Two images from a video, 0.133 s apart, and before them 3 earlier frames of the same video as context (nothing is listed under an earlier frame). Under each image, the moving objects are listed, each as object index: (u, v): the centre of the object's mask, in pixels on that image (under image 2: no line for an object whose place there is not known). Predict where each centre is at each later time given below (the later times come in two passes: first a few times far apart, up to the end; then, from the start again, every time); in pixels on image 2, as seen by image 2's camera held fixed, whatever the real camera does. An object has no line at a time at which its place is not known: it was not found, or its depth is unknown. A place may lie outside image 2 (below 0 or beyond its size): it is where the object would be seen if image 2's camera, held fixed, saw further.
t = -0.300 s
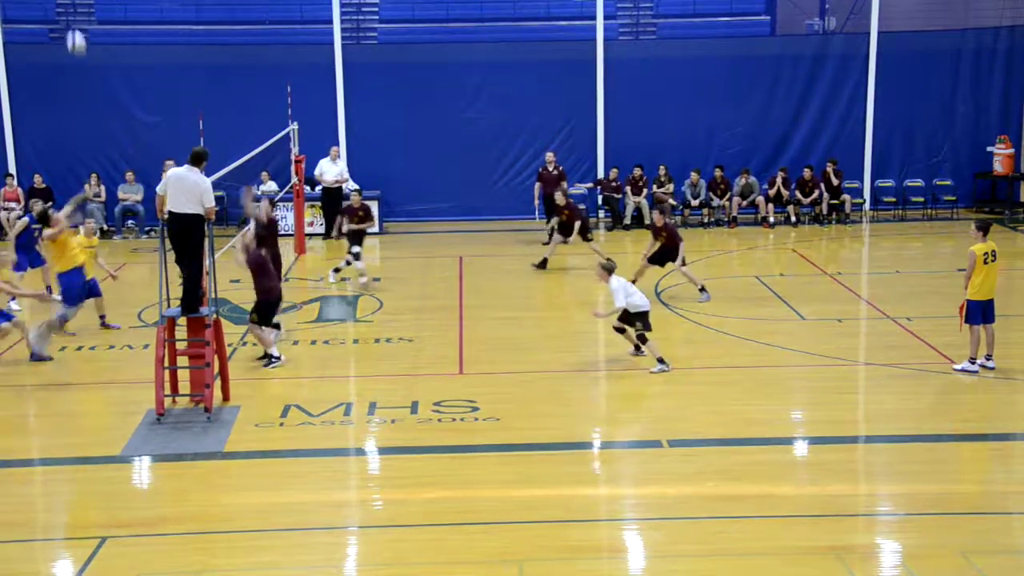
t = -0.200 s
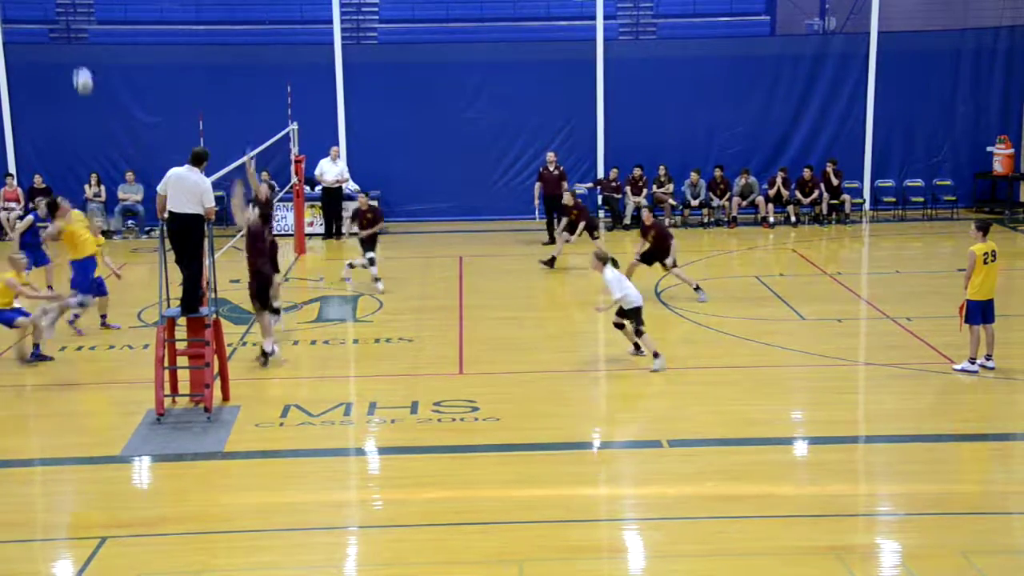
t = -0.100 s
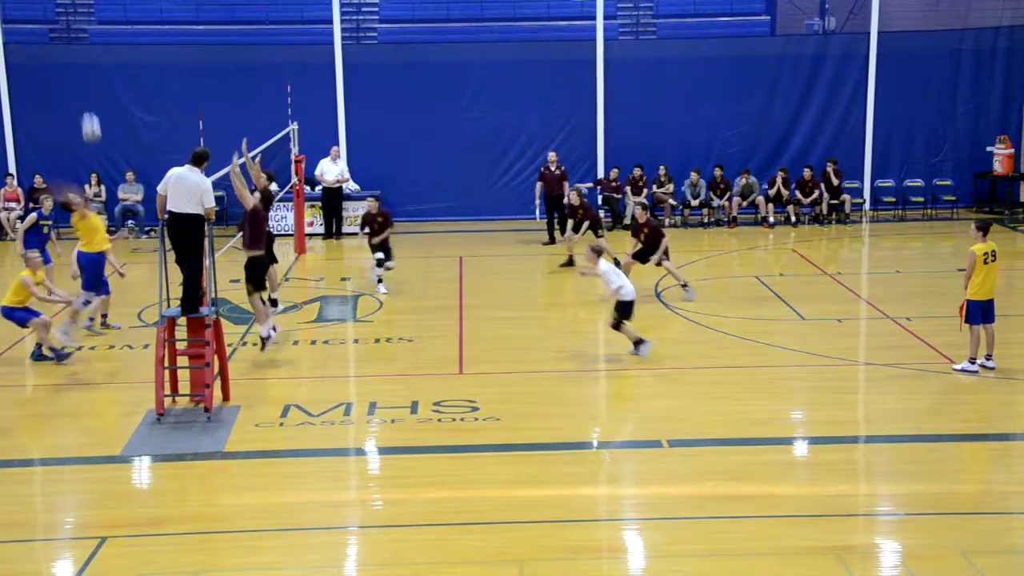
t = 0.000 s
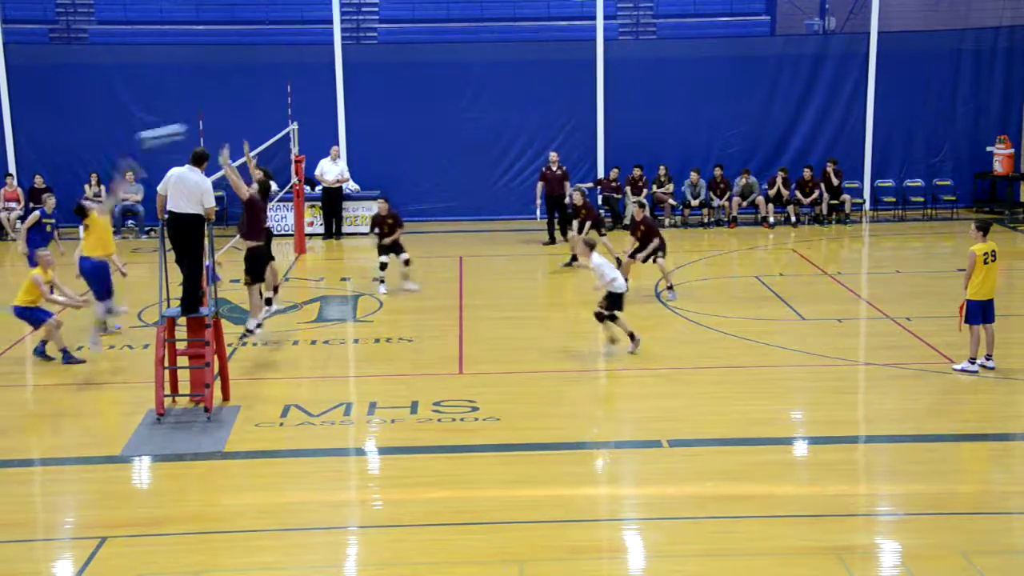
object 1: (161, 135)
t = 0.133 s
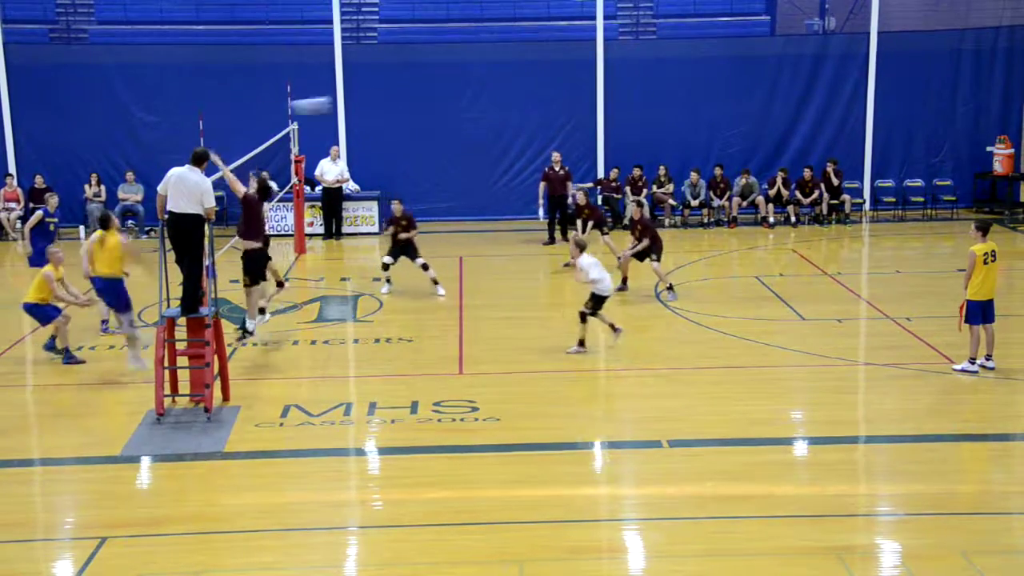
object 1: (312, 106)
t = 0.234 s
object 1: (408, 94)
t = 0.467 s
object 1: (598, 95)
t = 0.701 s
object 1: (748, 128)
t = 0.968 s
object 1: (887, 190)
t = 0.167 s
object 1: (345, 101)
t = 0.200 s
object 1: (378, 96)
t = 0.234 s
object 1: (408, 94)
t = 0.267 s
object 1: (439, 92)
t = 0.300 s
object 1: (469, 91)
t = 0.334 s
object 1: (497, 90)
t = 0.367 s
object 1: (523, 91)
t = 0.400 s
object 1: (549, 92)
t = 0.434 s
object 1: (574, 93)
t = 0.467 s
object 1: (598, 95)
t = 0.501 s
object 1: (622, 98)
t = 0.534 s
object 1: (644, 101)
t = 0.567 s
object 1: (666, 106)
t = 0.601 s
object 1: (688, 111)
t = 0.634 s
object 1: (708, 116)
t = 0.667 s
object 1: (729, 122)
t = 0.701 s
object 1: (748, 128)
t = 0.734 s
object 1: (767, 134)
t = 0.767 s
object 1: (786, 140)
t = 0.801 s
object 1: (804, 148)
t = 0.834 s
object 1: (821, 154)
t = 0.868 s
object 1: (839, 163)
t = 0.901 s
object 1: (853, 171)
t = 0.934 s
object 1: (873, 181)
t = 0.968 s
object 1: (887, 190)
